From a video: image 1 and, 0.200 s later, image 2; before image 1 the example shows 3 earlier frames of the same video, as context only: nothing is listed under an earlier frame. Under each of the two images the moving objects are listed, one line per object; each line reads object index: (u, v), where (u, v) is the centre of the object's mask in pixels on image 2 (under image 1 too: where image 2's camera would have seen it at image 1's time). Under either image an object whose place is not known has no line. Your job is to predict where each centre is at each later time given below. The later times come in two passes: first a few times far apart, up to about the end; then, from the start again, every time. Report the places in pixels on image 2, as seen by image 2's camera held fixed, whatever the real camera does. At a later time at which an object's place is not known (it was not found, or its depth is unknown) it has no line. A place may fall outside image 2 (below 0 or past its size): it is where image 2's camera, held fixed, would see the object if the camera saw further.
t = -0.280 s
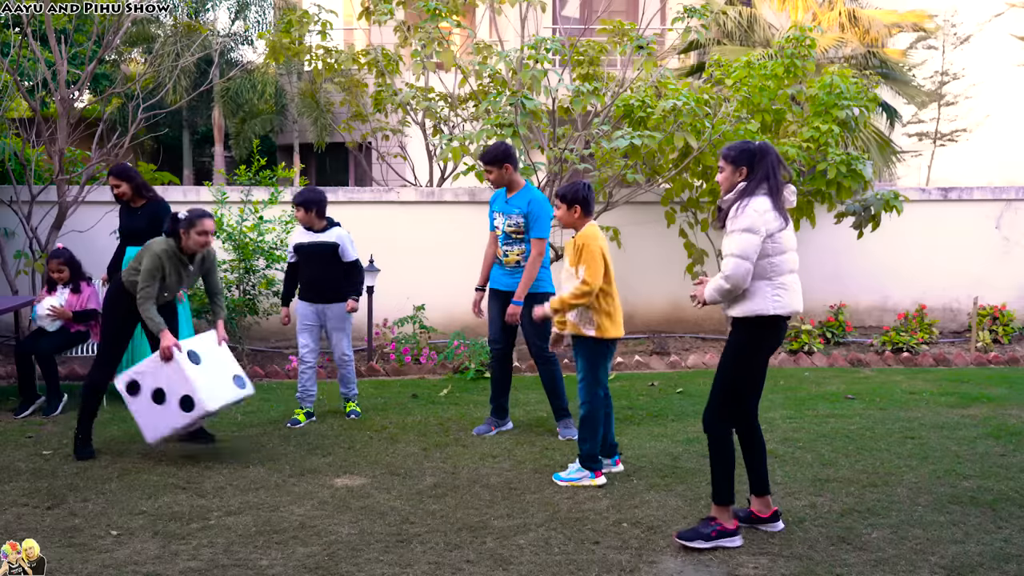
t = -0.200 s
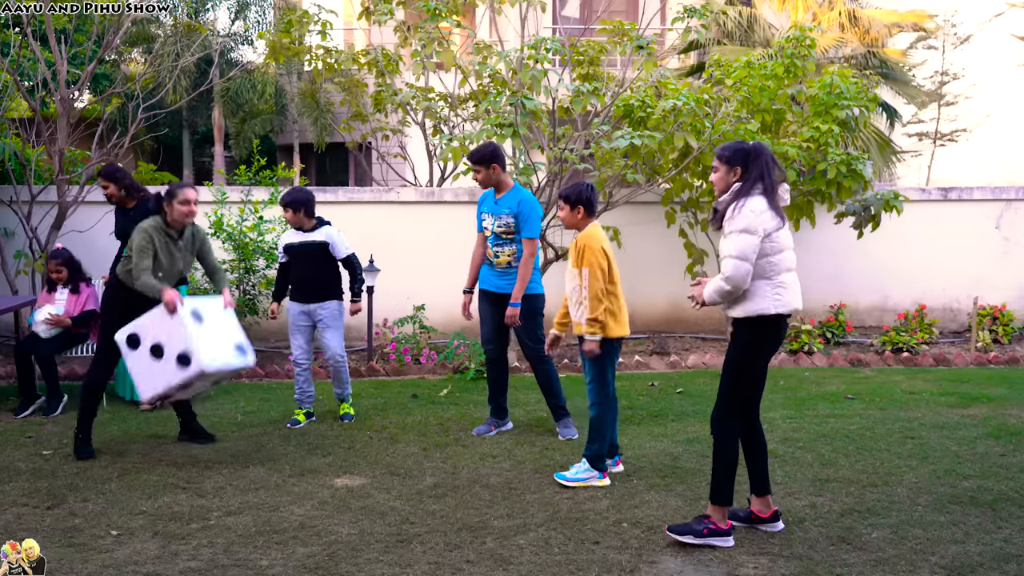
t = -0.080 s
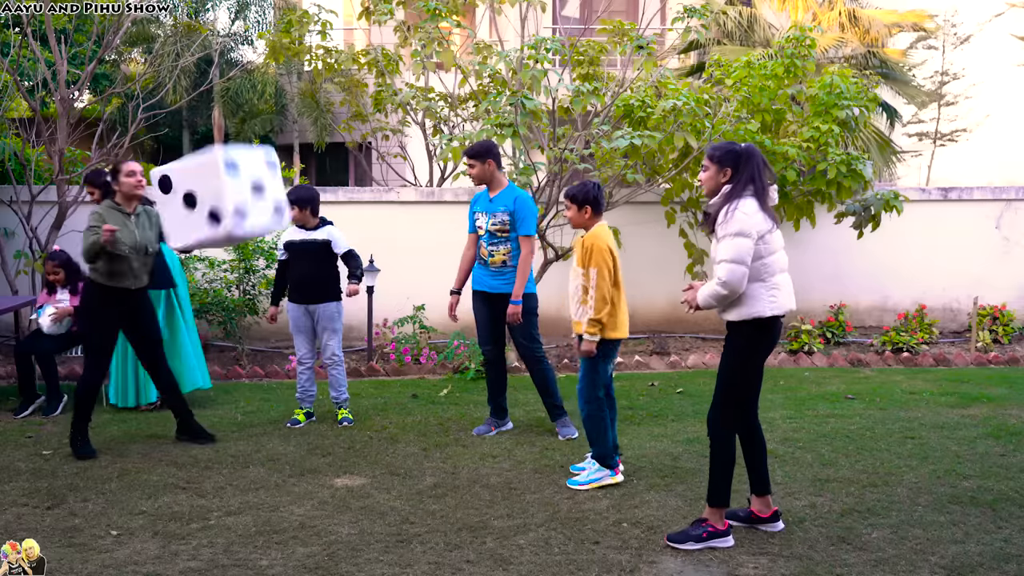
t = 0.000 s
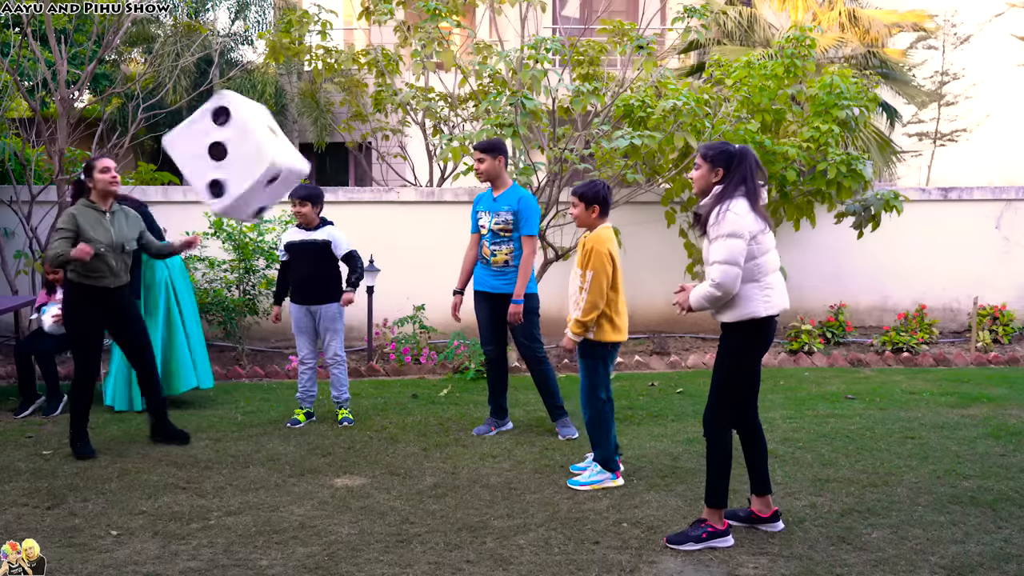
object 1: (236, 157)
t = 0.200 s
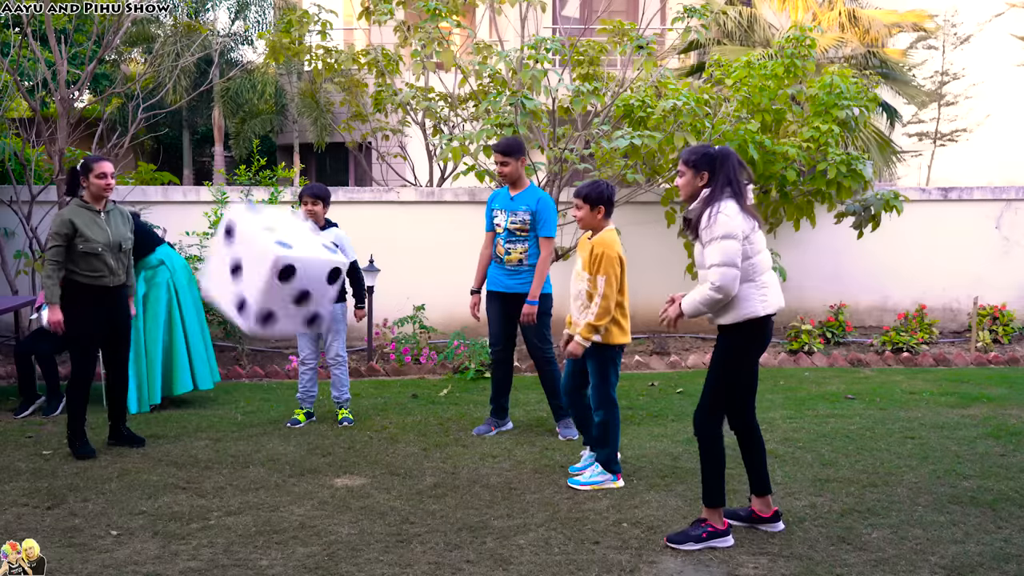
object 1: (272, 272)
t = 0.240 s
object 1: (277, 301)
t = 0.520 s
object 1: (291, 438)
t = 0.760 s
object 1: (276, 424)
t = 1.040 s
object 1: (246, 436)
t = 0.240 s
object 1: (277, 301)
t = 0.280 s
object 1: (282, 329)
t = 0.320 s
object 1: (287, 362)
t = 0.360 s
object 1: (294, 401)
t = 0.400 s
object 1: (300, 440)
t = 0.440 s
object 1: (299, 453)
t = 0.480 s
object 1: (295, 444)
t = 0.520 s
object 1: (291, 438)
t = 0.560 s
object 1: (288, 433)
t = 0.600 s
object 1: (285, 431)
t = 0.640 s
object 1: (283, 427)
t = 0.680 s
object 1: (281, 424)
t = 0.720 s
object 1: (278, 424)
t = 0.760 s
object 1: (276, 424)
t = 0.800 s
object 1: (272, 425)
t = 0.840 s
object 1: (269, 426)
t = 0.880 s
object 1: (264, 427)
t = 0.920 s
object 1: (260, 429)
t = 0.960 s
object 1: (255, 432)
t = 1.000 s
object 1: (251, 435)
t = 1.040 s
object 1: (246, 436)
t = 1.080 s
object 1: (240, 439)
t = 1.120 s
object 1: (235, 441)
